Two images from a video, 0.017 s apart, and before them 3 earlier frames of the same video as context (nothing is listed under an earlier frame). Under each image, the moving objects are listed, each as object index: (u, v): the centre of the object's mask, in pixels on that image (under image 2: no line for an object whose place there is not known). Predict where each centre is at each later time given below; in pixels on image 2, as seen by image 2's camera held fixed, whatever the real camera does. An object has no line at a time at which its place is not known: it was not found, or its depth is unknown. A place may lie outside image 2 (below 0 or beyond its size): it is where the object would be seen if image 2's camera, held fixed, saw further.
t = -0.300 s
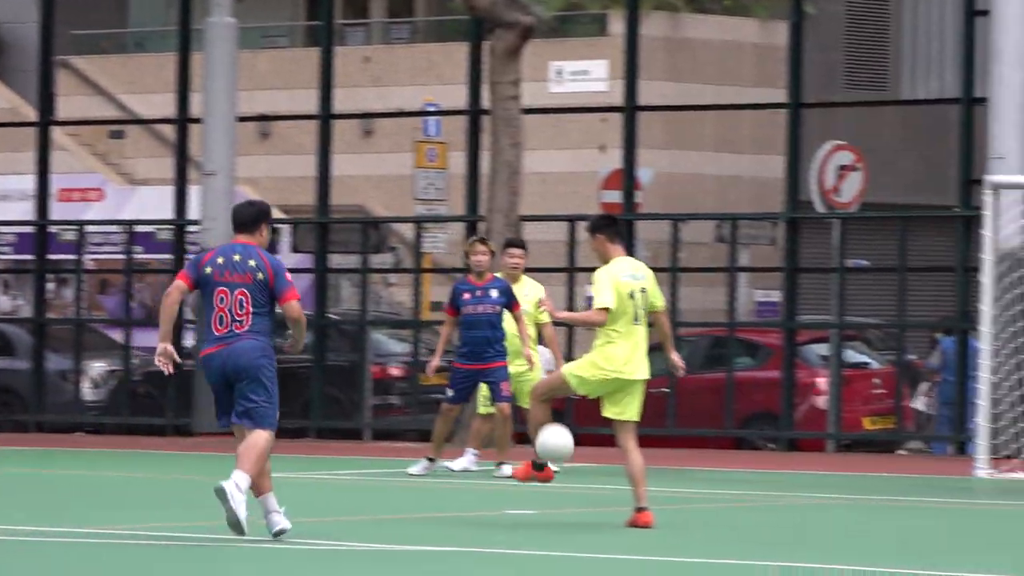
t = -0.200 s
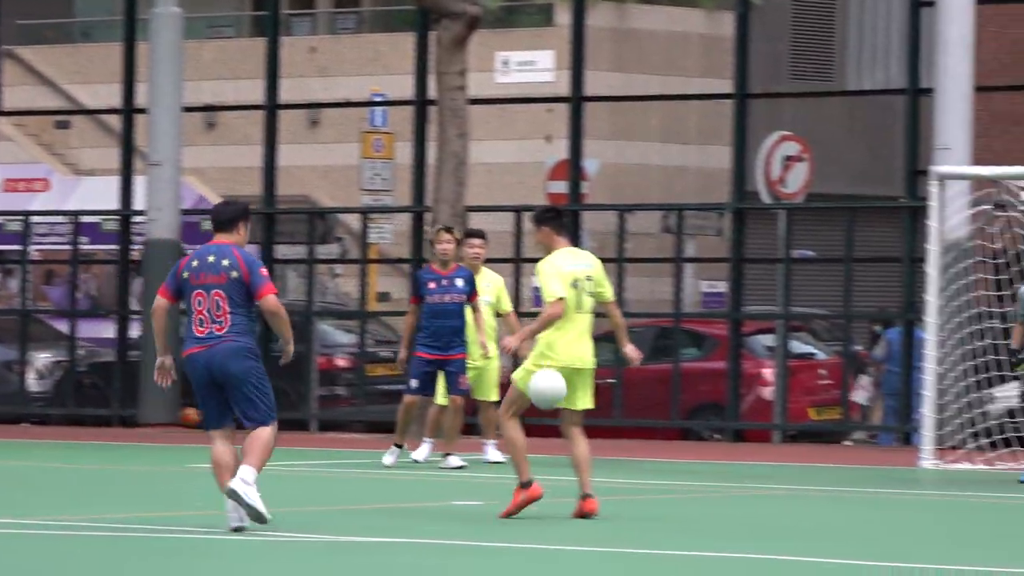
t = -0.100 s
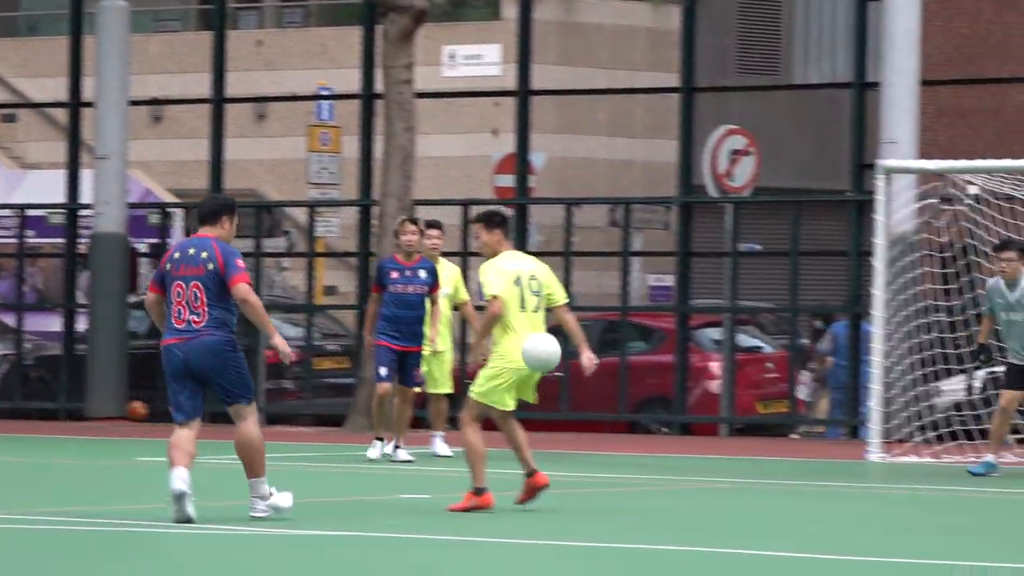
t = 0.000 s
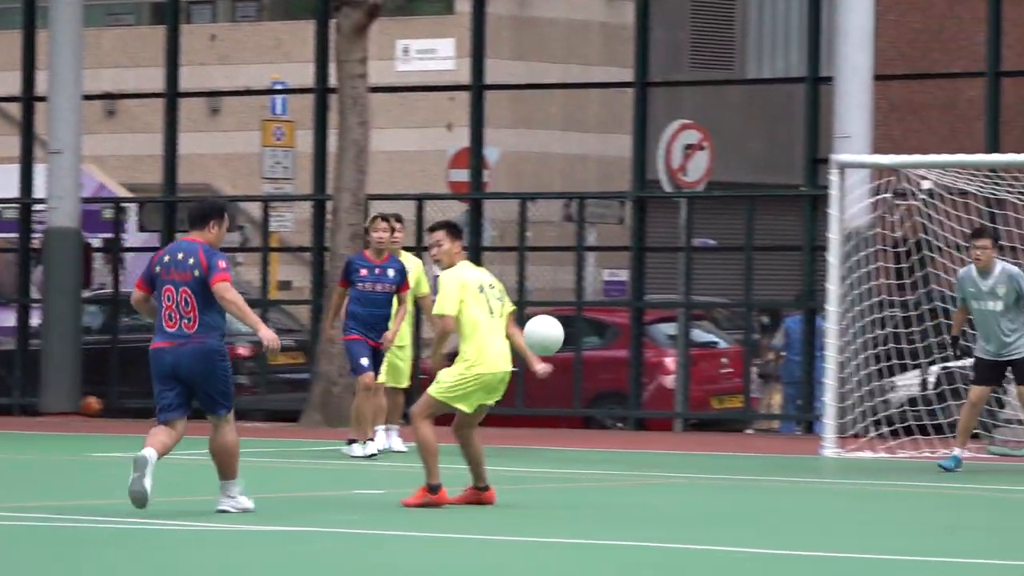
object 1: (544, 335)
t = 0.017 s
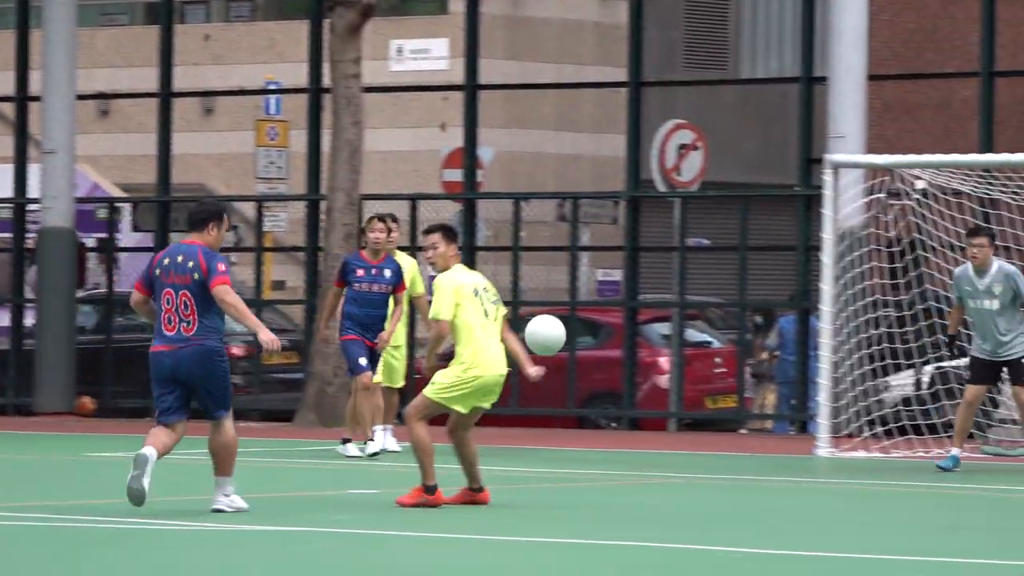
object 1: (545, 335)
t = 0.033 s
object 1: (555, 336)
